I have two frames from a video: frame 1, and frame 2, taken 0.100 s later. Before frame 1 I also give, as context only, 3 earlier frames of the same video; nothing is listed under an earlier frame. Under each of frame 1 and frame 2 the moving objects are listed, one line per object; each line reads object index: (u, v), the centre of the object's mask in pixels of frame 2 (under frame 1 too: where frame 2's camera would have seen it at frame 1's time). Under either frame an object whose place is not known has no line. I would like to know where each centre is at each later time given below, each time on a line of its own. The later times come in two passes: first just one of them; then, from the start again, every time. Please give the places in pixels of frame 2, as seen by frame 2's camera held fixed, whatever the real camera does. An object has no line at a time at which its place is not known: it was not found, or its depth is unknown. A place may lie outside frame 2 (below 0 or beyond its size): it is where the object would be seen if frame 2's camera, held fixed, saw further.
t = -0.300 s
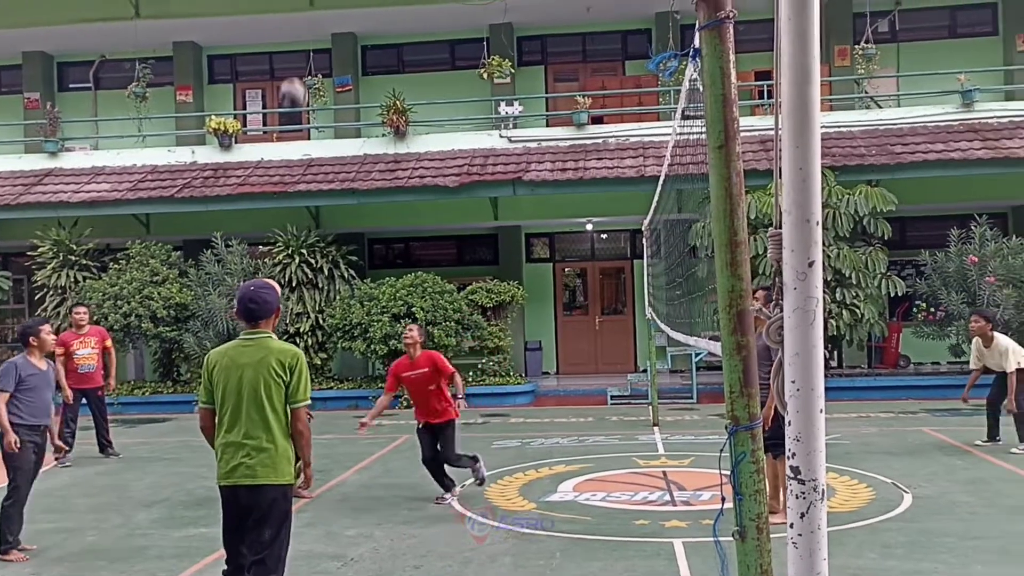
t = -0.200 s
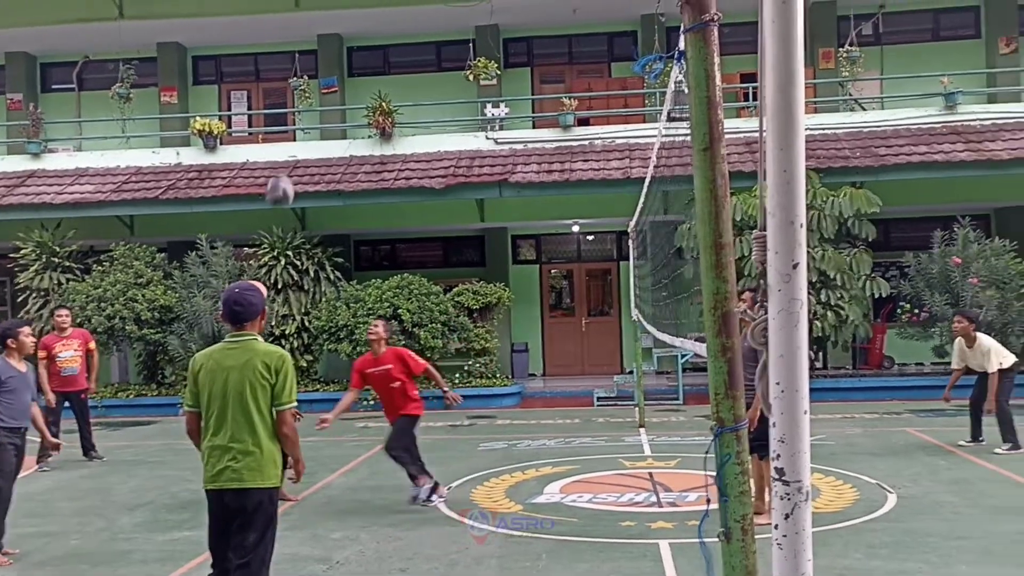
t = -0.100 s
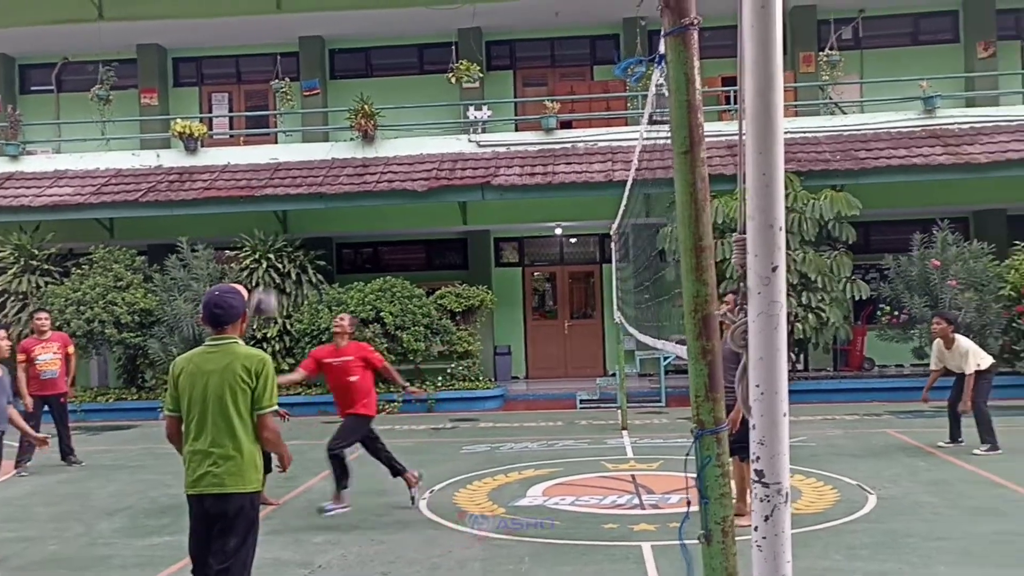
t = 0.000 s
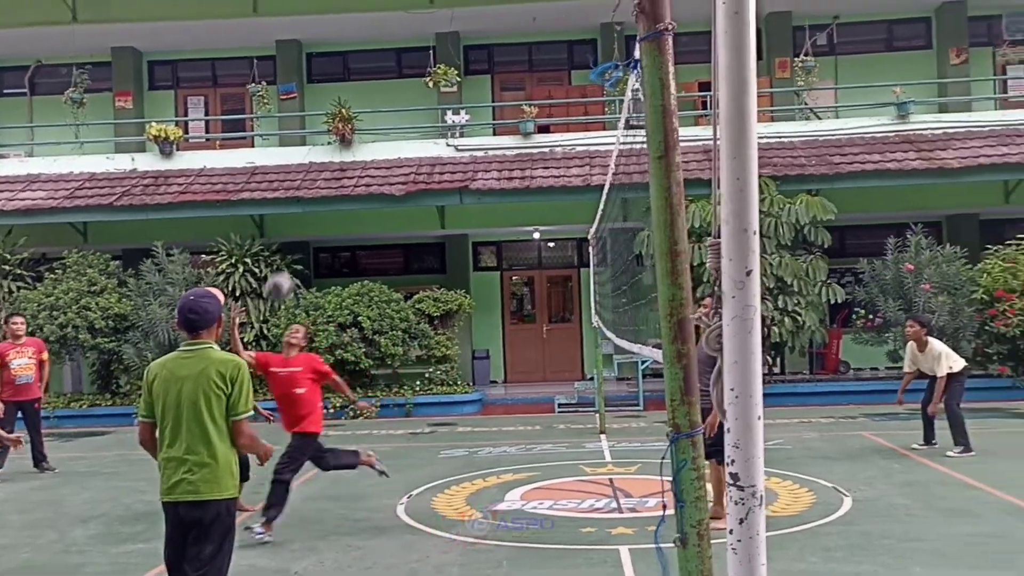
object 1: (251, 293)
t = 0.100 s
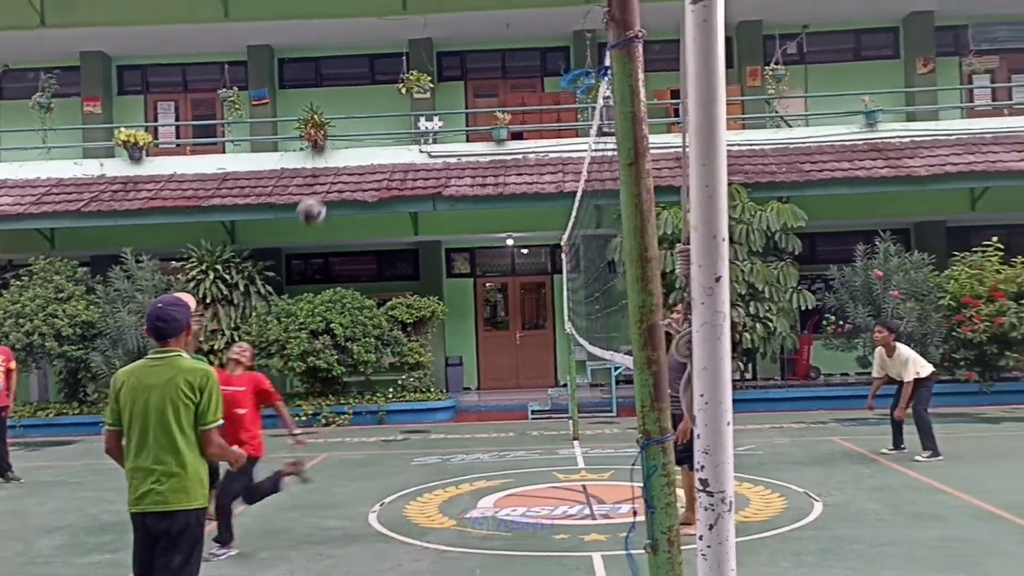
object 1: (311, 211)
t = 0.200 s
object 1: (370, 145)
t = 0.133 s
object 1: (331, 187)
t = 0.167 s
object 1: (350, 167)
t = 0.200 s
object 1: (370, 145)
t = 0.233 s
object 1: (390, 126)
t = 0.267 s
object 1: (409, 110)
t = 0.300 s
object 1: (428, 94)
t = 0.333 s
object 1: (447, 81)
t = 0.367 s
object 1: (464, 70)
